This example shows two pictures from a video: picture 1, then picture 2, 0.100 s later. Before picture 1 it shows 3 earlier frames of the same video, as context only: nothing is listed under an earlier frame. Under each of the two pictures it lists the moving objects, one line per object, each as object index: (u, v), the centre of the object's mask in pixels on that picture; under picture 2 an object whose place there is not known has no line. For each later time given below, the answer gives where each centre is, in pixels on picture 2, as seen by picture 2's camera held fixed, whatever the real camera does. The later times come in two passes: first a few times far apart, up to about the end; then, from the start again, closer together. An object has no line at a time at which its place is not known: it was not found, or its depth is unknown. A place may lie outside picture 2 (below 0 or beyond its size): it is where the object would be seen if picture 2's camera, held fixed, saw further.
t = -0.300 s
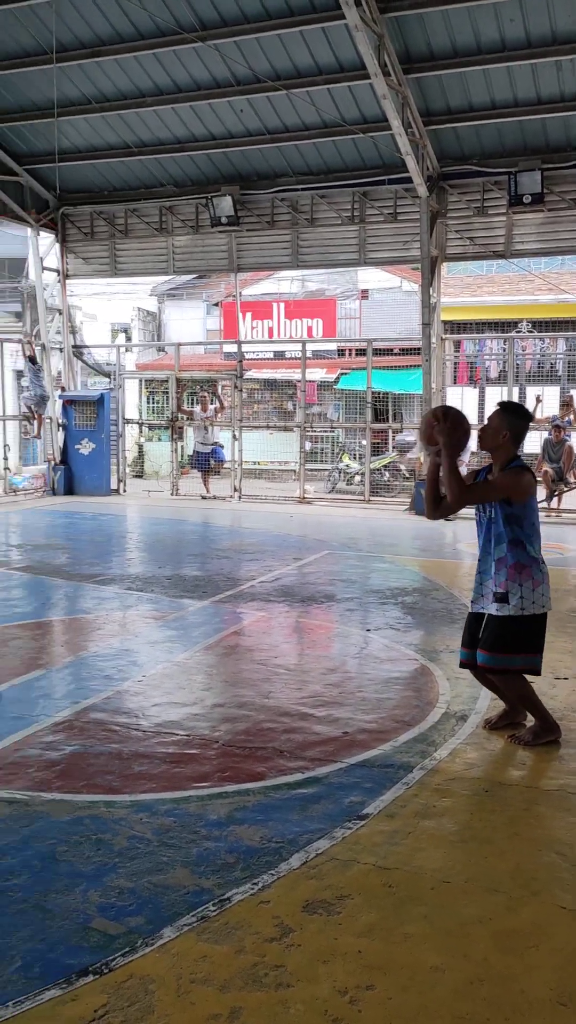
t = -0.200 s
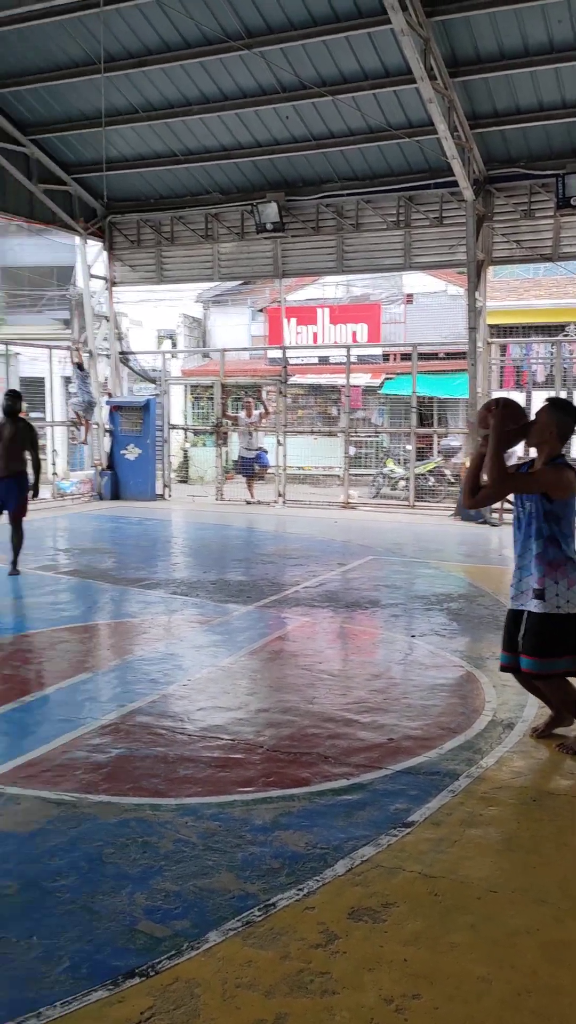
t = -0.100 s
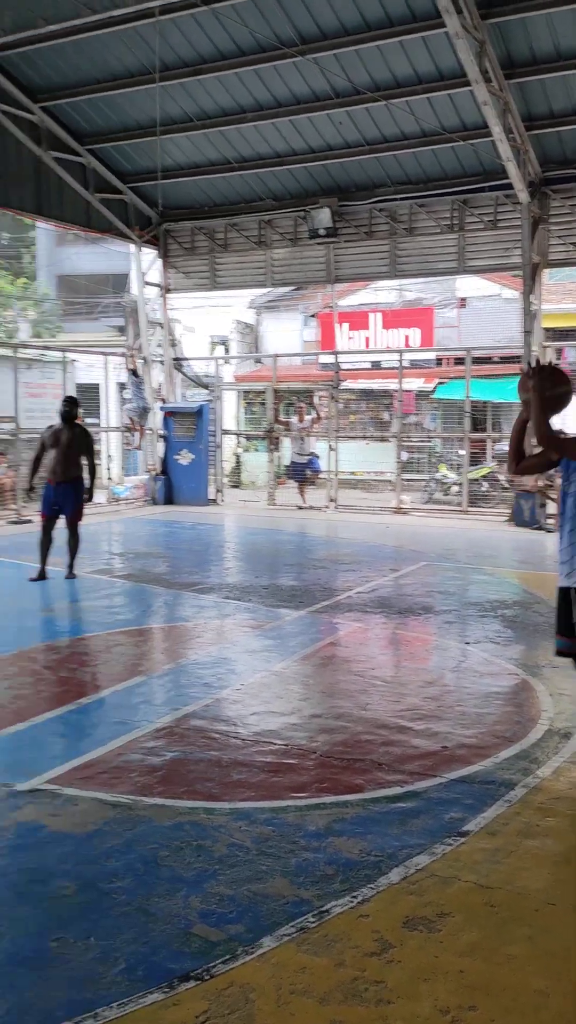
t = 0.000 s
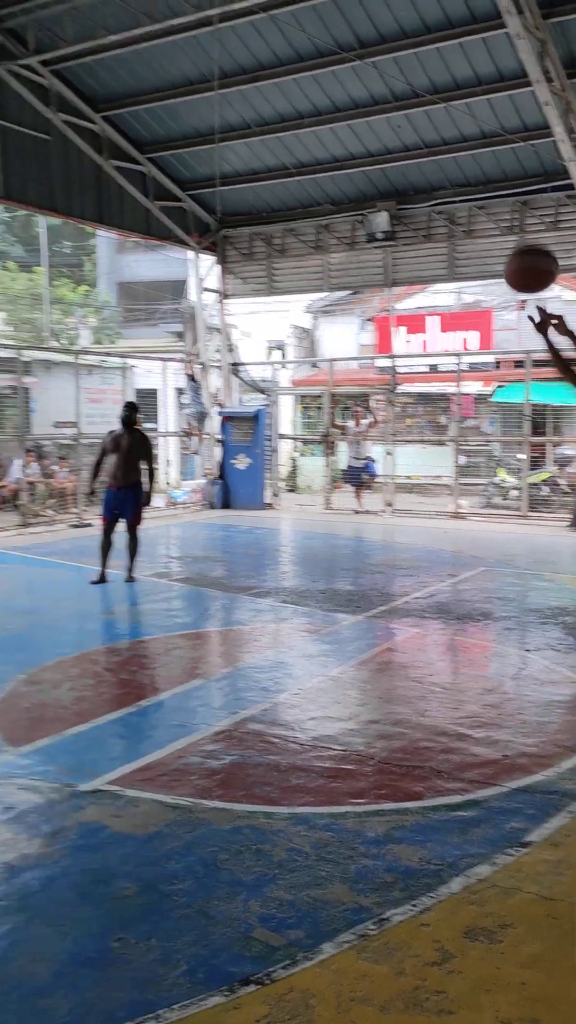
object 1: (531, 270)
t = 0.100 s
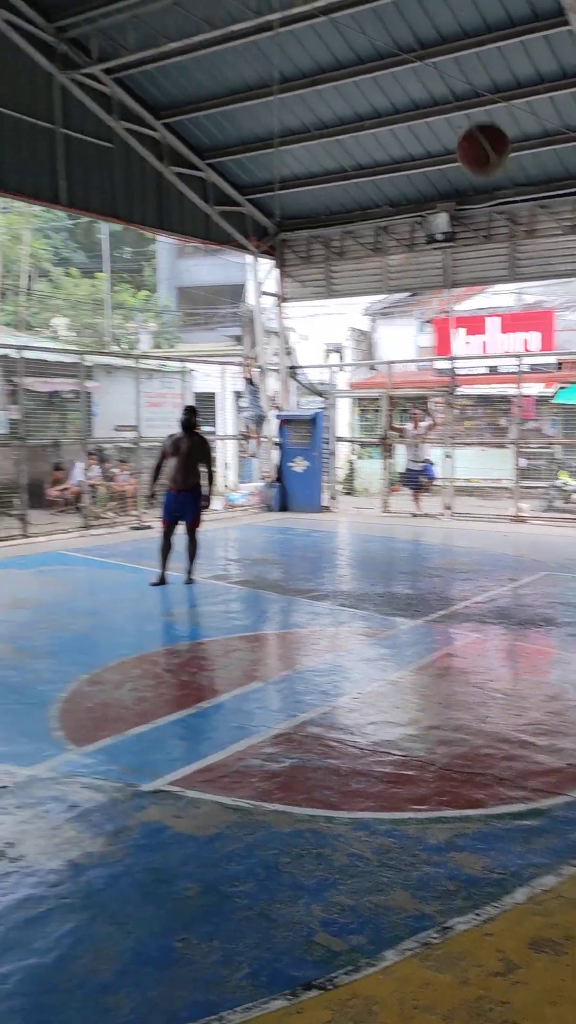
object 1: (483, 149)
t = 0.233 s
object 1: (354, 46)
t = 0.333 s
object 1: (268, 12)
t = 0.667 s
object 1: (49, -1)
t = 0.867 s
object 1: (-48, 69)
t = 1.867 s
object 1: (-203, 497)
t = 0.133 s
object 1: (449, 117)
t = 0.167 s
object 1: (416, 90)
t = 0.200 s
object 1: (385, 65)
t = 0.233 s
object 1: (354, 46)
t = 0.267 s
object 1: (325, 26)
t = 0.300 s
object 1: (295, 17)
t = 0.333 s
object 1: (268, 12)
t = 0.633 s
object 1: (68, -2)
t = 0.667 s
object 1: (49, -1)
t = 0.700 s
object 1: (31, 5)
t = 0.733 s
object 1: (14, 13)
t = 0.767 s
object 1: (-3, 25)
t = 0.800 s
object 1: (-18, 38)
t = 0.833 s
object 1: (-33, 54)
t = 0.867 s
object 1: (-48, 69)
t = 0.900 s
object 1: (-63, 86)
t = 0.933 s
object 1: (-76, 102)
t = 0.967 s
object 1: (-90, 122)
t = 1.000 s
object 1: (-104, 140)
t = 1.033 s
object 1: (-117, 159)
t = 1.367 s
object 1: (-171, 349)
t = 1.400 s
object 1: (-172, 373)
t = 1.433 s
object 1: (-175, 399)
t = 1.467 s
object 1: (-176, 426)
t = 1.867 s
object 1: (-203, 497)
